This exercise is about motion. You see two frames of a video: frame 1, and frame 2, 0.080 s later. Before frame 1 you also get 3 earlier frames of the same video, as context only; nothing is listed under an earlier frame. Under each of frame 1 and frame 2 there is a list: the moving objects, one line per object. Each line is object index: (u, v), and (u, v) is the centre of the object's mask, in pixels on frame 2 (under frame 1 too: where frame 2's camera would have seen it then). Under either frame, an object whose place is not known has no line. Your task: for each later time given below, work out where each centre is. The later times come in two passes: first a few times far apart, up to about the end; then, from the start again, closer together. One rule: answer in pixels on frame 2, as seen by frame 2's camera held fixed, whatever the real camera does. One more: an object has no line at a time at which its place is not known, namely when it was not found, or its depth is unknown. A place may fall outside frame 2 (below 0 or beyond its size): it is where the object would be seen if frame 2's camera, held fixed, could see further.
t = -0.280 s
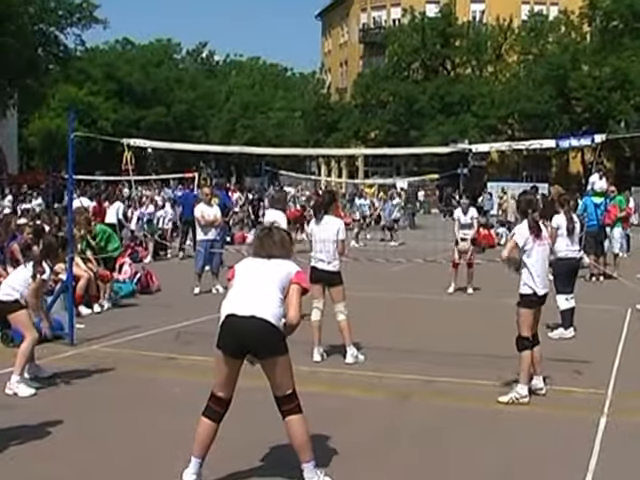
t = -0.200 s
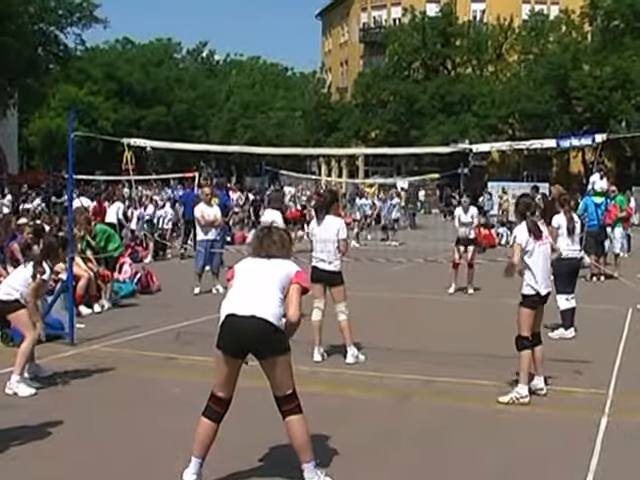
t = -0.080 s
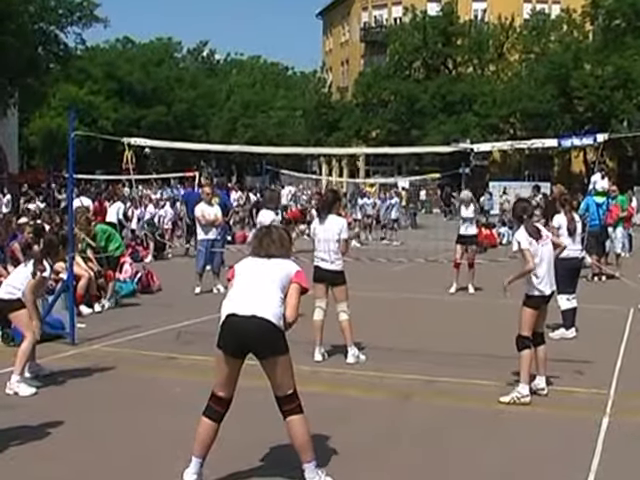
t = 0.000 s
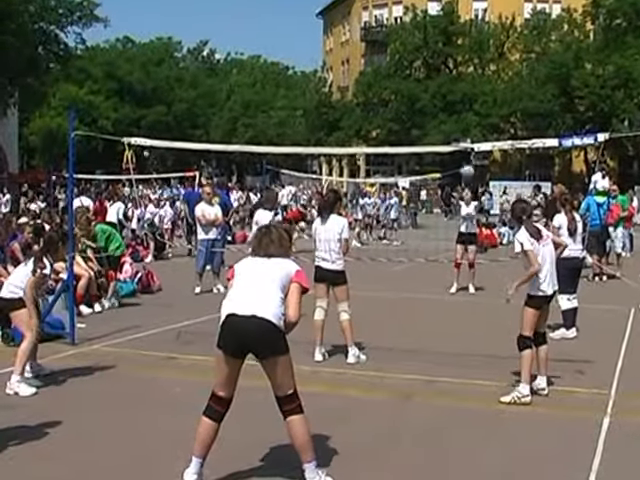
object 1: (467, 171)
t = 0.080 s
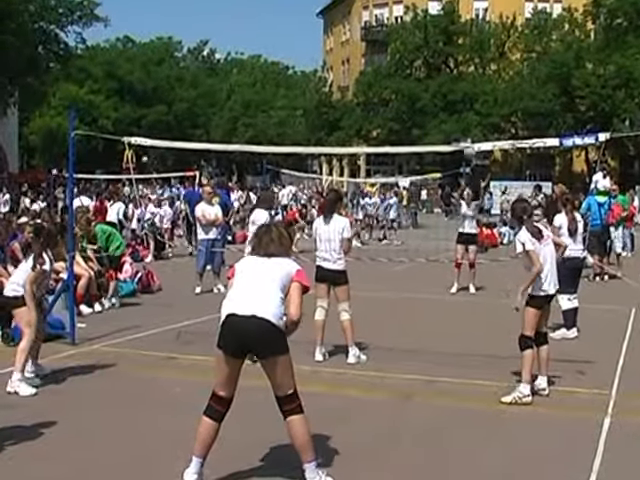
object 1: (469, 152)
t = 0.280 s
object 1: (472, 118)
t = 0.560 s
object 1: (475, 117)
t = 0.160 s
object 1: (471, 134)
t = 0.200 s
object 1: (471, 128)
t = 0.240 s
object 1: (471, 122)
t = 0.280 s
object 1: (472, 118)
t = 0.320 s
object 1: (473, 115)
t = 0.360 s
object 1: (473, 113)
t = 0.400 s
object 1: (474, 112)
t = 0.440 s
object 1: (474, 112)
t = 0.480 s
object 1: (474, 113)
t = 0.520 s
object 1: (475, 114)
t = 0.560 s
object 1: (475, 117)
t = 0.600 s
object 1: (476, 121)
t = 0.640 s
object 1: (476, 126)
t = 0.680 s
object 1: (477, 131)
